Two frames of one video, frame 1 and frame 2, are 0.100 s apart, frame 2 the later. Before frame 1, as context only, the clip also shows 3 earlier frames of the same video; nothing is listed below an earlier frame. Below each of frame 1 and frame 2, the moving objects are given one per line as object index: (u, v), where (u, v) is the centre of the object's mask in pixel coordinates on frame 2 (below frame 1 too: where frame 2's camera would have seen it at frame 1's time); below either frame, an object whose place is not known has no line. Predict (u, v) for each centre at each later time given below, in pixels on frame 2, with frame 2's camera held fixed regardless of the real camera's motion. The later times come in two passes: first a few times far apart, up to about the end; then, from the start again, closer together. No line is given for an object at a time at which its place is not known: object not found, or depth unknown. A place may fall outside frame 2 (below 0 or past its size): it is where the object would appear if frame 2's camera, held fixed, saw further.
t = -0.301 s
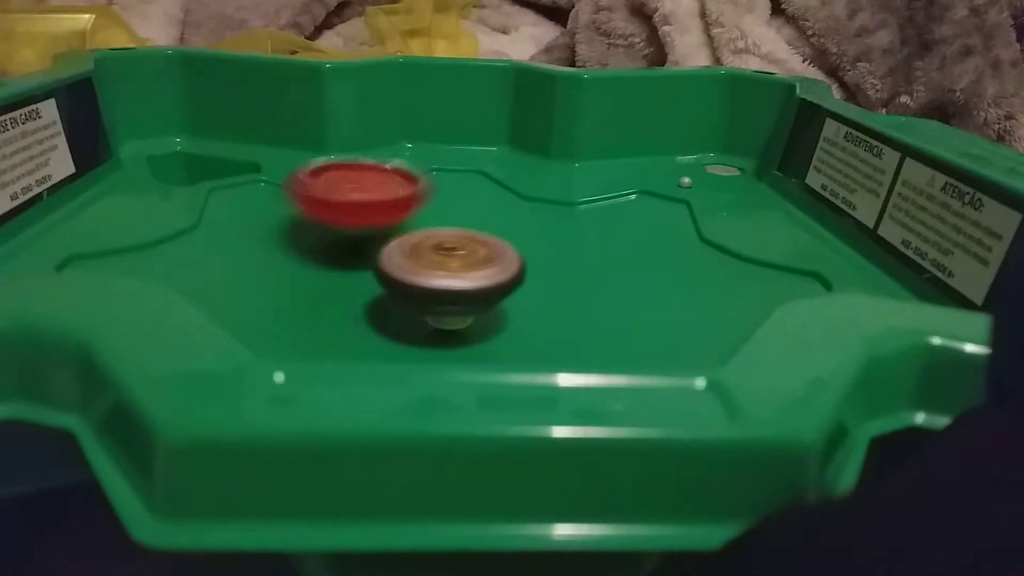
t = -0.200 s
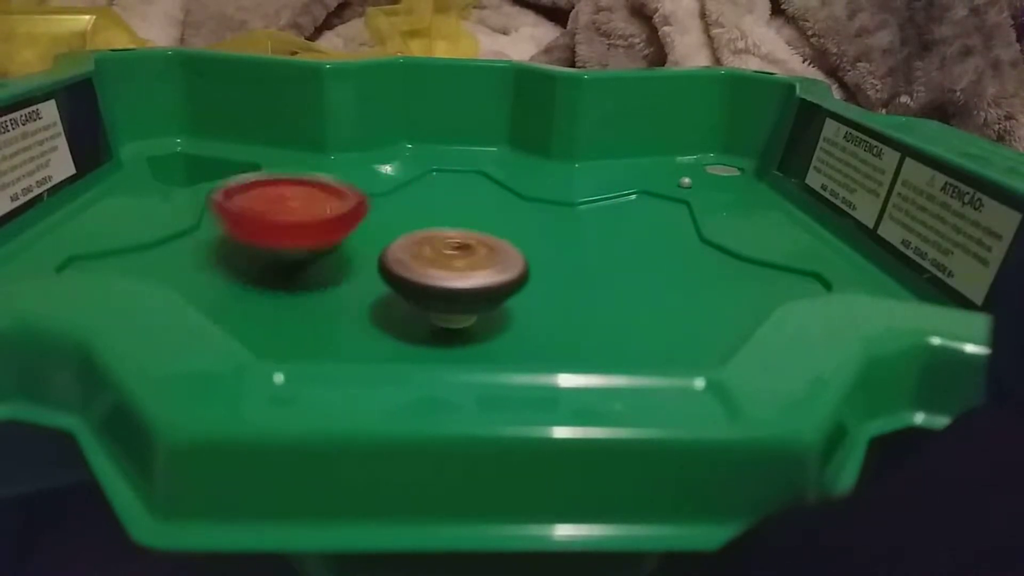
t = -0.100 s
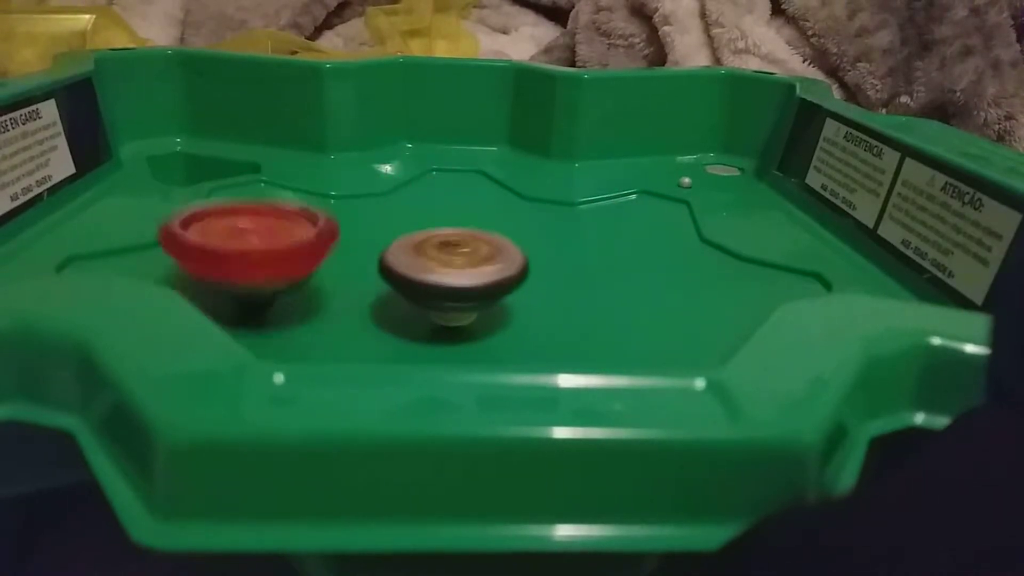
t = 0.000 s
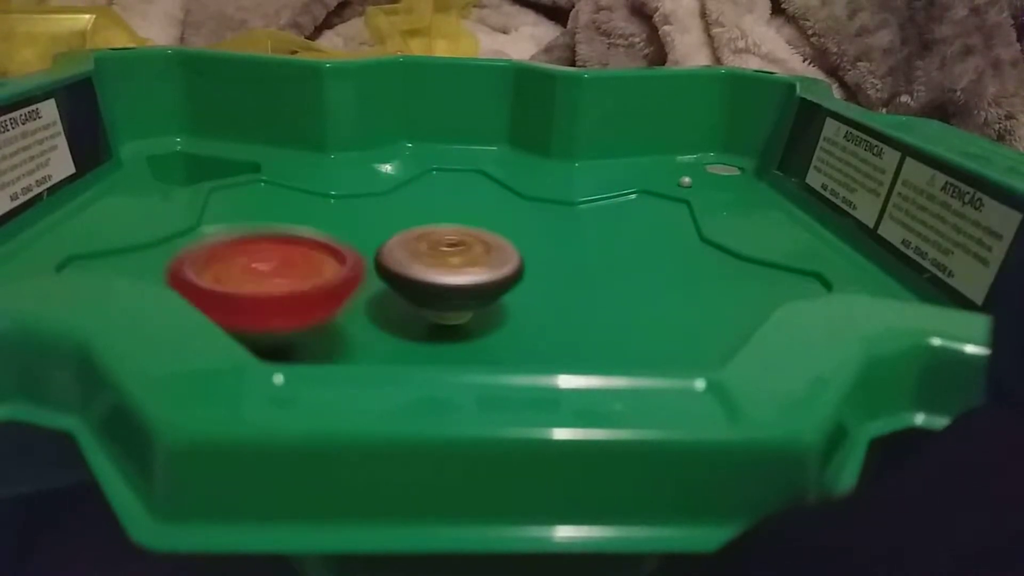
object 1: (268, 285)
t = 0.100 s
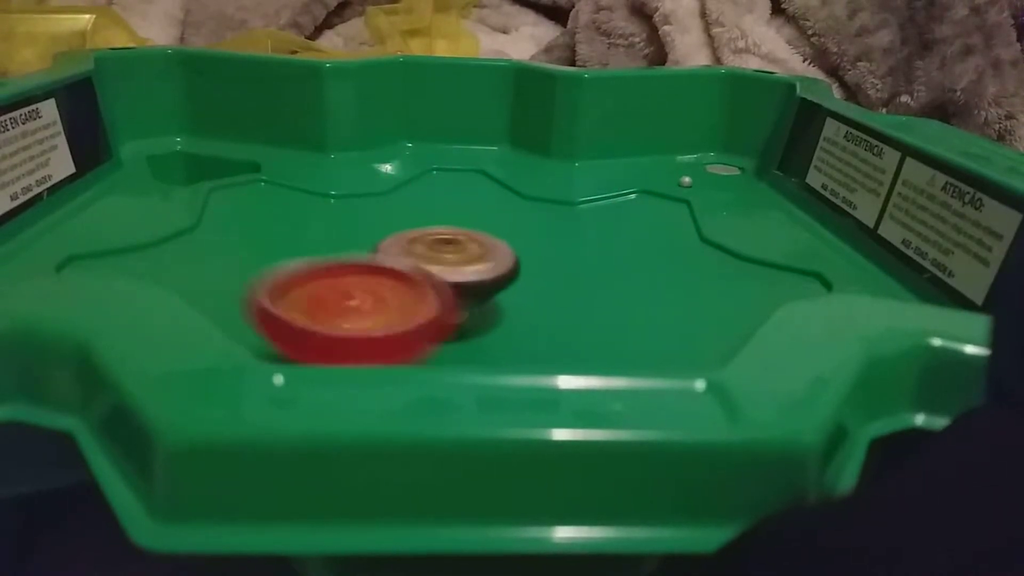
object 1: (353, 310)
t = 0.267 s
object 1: (548, 315)
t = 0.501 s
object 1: (620, 251)
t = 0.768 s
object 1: (446, 194)
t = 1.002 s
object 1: (275, 233)
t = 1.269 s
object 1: (339, 308)
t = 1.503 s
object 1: (581, 304)
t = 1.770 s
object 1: (576, 228)
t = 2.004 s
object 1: (411, 195)
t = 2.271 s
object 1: (261, 259)
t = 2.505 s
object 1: (399, 316)
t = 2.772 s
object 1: (609, 288)
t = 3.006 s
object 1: (543, 222)
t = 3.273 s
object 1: (350, 212)
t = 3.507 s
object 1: (271, 276)
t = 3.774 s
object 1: (485, 317)
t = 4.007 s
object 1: (610, 268)
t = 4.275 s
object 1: (483, 204)
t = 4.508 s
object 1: (316, 228)
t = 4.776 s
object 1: (310, 298)
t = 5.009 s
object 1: (524, 317)
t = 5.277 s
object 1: (607, 253)
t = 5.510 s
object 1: (511, 214)
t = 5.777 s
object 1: (410, 197)
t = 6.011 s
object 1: (414, 196)
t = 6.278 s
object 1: (486, 235)
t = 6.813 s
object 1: (563, 269)
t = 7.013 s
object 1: (536, 279)
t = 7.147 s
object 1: (526, 288)
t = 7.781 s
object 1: (486, 290)
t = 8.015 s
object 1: (510, 285)
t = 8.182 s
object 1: (503, 299)
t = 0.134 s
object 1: (388, 316)
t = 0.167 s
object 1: (429, 319)
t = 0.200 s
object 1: (471, 320)
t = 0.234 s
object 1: (509, 320)
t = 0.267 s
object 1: (548, 315)
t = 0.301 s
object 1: (575, 310)
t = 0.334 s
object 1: (602, 302)
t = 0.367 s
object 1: (617, 296)
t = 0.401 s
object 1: (626, 284)
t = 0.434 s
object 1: (631, 271)
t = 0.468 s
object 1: (626, 264)
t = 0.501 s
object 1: (620, 251)
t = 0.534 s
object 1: (606, 240)
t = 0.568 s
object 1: (592, 231)
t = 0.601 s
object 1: (571, 222)
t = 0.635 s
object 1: (550, 220)
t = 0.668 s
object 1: (527, 213)
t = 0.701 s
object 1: (502, 205)
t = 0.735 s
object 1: (477, 198)
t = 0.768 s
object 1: (446, 194)
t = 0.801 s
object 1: (423, 194)
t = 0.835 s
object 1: (392, 198)
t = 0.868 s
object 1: (364, 207)
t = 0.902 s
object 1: (342, 208)
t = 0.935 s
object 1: (316, 220)
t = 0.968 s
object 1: (295, 225)
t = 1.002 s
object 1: (275, 233)
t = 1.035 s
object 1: (263, 242)
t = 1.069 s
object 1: (252, 252)
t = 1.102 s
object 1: (252, 261)
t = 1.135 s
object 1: (254, 272)
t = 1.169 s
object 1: (266, 282)
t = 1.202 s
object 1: (283, 292)
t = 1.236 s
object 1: (305, 299)
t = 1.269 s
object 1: (339, 308)
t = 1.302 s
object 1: (373, 315)
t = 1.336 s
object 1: (413, 317)
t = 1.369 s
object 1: (448, 320)
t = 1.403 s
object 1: (490, 319)
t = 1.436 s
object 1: (521, 316)
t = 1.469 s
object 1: (557, 313)
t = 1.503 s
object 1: (581, 304)
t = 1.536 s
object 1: (600, 299)
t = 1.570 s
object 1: (613, 289)
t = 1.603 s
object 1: (617, 278)
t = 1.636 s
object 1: (620, 268)
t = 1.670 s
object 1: (613, 256)
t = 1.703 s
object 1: (606, 246)
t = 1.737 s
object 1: (590, 237)
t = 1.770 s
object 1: (576, 228)
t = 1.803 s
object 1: (555, 219)
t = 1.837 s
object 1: (536, 217)
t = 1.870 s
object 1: (512, 206)
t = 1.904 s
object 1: (488, 200)
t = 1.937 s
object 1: (462, 196)
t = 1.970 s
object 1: (435, 194)
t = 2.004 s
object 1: (411, 195)
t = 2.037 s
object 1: (381, 199)
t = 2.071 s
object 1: (355, 210)
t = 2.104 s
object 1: (331, 217)
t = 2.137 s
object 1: (314, 223)
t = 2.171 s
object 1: (292, 231)
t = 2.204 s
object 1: (278, 239)
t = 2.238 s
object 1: (266, 249)
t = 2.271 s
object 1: (261, 259)
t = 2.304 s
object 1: (262, 269)
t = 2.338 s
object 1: (269, 279)
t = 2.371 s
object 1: (285, 289)
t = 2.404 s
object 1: (303, 297)
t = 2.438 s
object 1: (330, 305)
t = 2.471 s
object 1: (359, 312)
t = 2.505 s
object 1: (399, 316)
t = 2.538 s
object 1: (430, 319)
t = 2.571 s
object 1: (472, 320)
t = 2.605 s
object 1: (503, 319)
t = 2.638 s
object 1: (541, 315)
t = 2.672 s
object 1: (563, 308)
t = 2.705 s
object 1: (589, 299)
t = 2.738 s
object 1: (602, 296)
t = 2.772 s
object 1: (609, 288)
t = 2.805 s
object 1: (611, 277)
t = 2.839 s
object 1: (611, 265)
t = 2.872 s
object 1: (603, 255)
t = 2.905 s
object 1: (592, 245)
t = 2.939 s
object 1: (577, 237)
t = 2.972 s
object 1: (559, 231)
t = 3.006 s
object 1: (543, 222)
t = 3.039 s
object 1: (522, 213)
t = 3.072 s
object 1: (498, 204)
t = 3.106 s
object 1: (472, 199)
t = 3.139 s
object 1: (448, 197)
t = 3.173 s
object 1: (421, 196)
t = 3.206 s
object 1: (398, 198)
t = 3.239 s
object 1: (365, 211)
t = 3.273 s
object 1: (350, 212)
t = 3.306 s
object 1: (322, 222)
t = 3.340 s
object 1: (306, 228)
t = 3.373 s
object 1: (288, 236)
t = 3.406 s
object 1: (277, 244)
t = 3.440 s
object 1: (267, 256)
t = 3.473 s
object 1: (268, 265)
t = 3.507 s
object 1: (271, 276)
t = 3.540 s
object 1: (284, 285)
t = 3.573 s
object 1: (301, 293)
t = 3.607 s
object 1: (326, 301)
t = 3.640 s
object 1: (354, 307)
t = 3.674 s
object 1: (386, 312)
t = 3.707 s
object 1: (417, 315)
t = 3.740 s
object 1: (456, 316)
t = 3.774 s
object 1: (485, 317)
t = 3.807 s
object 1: (524, 315)
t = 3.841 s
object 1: (549, 310)
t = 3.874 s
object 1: (575, 303)
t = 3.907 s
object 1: (592, 298)
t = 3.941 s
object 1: (604, 290)
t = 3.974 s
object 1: (609, 280)
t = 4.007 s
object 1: (610, 268)
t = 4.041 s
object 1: (605, 259)
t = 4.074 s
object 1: (596, 249)
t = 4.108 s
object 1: (582, 241)
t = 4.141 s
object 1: (568, 233)
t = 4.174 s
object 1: (548, 229)
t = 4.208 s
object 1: (530, 221)
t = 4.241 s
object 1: (509, 213)
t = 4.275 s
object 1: (483, 204)
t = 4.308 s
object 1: (458, 199)
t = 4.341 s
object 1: (435, 198)
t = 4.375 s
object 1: (407, 199)
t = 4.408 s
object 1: (384, 202)
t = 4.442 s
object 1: (359, 209)
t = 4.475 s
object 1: (339, 214)
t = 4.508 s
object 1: (316, 228)
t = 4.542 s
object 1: (298, 235)
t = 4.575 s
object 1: (283, 242)
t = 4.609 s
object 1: (274, 251)
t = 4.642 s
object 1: (268, 261)
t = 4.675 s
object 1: (270, 271)
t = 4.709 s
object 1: (277, 281)
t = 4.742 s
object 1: (291, 289)
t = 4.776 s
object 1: (310, 298)
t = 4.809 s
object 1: (334, 302)
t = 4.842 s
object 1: (362, 310)
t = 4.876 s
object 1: (393, 314)
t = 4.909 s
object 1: (424, 317)
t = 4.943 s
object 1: (460, 319)
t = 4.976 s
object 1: (489, 319)
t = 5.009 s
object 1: (524, 317)
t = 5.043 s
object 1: (548, 312)
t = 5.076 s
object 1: (572, 304)
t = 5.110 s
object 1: (584, 300)
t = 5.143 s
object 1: (594, 292)
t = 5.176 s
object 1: (596, 283)
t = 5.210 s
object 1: (600, 274)
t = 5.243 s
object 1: (603, 263)
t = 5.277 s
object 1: (607, 253)
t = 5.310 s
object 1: (602, 246)
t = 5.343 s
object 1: (595, 239)
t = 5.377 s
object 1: (583, 231)
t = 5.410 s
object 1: (567, 224)
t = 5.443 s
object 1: (550, 219)
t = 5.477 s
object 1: (528, 218)
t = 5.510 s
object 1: (511, 214)
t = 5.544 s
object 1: (495, 210)
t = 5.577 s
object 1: (480, 206)
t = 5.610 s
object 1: (457, 199)
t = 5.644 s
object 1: (437, 200)
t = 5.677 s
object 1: (425, 200)
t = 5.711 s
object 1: (415, 199)
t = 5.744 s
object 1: (413, 198)
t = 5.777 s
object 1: (410, 197)
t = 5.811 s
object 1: (407, 194)
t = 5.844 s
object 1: (404, 193)
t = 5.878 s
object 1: (401, 193)
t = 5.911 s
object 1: (402, 192)
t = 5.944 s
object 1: (402, 192)
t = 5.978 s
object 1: (405, 193)
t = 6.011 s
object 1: (414, 196)
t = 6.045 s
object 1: (420, 197)
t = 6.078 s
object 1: (427, 201)
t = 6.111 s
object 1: (432, 204)
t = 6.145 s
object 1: (439, 208)
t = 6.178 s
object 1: (449, 211)
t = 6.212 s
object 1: (461, 218)
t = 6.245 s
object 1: (474, 230)
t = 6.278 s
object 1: (486, 235)
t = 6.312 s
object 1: (498, 240)
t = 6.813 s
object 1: (563, 269)
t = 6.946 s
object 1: (554, 277)
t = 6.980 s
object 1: (542, 276)
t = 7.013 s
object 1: (536, 279)
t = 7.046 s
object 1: (528, 282)
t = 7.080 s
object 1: (518, 280)
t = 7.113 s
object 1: (520, 283)
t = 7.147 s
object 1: (526, 288)
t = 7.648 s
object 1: (468, 293)
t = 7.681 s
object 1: (465, 289)
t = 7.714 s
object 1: (465, 292)
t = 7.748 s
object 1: (467, 288)
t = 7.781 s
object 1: (486, 290)
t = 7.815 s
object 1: (497, 288)
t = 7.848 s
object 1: (505, 290)
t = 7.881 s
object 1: (509, 285)
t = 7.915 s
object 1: (512, 284)
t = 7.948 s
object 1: (512, 286)
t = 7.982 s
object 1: (511, 285)
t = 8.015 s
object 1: (510, 285)
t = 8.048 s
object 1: (506, 285)
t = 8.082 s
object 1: (507, 287)
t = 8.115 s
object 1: (506, 292)
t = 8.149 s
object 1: (504, 296)
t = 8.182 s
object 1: (503, 299)
